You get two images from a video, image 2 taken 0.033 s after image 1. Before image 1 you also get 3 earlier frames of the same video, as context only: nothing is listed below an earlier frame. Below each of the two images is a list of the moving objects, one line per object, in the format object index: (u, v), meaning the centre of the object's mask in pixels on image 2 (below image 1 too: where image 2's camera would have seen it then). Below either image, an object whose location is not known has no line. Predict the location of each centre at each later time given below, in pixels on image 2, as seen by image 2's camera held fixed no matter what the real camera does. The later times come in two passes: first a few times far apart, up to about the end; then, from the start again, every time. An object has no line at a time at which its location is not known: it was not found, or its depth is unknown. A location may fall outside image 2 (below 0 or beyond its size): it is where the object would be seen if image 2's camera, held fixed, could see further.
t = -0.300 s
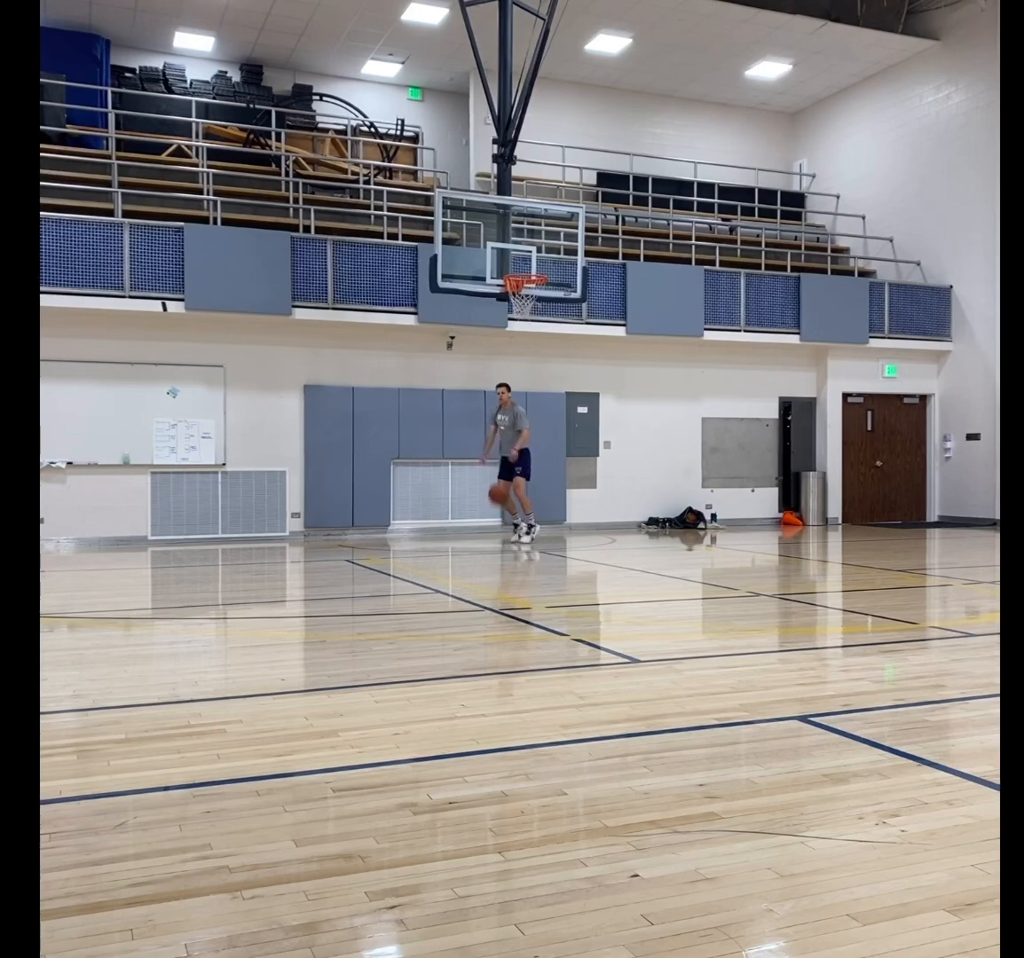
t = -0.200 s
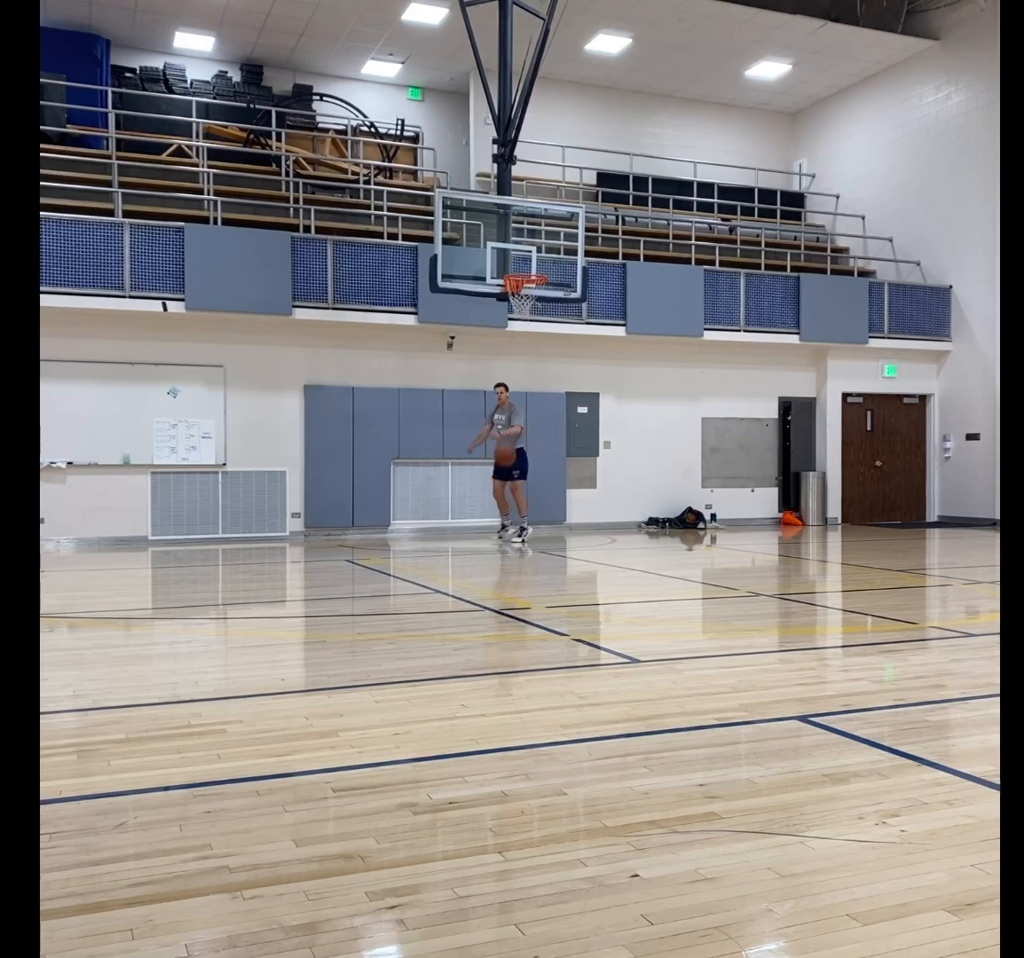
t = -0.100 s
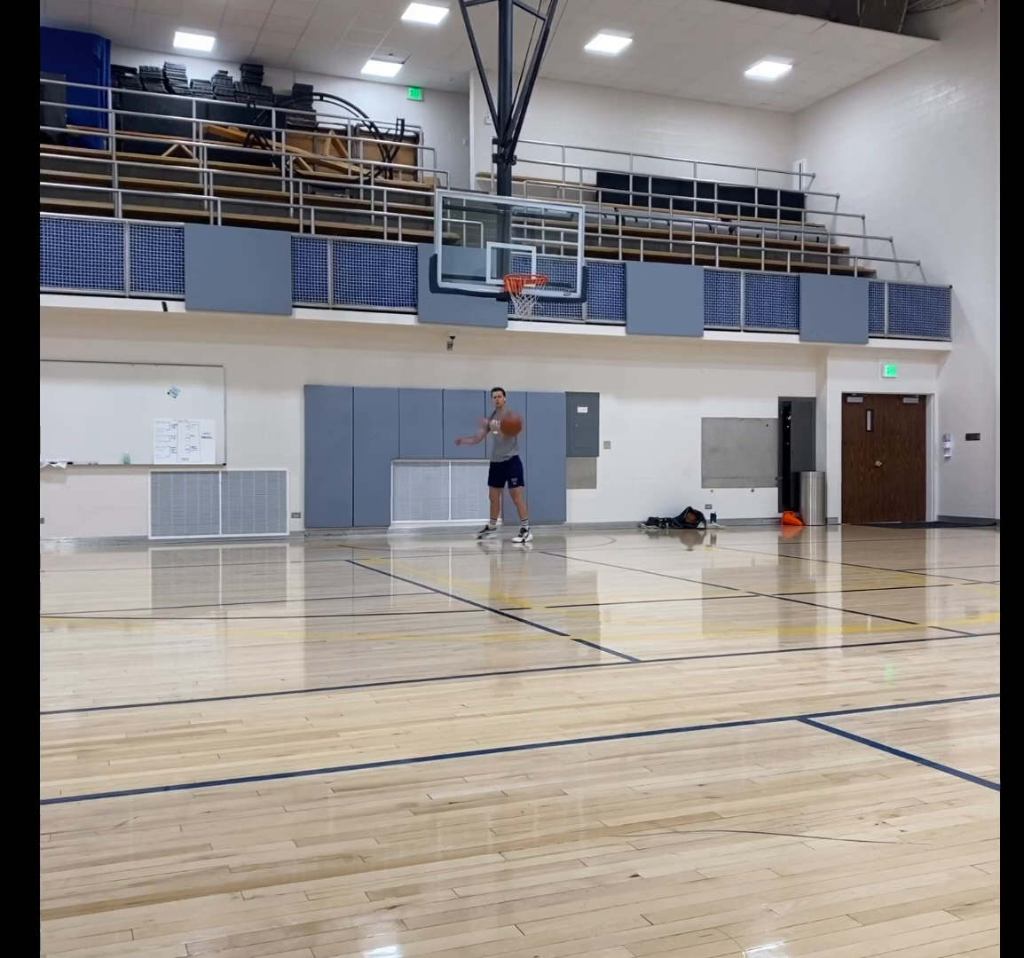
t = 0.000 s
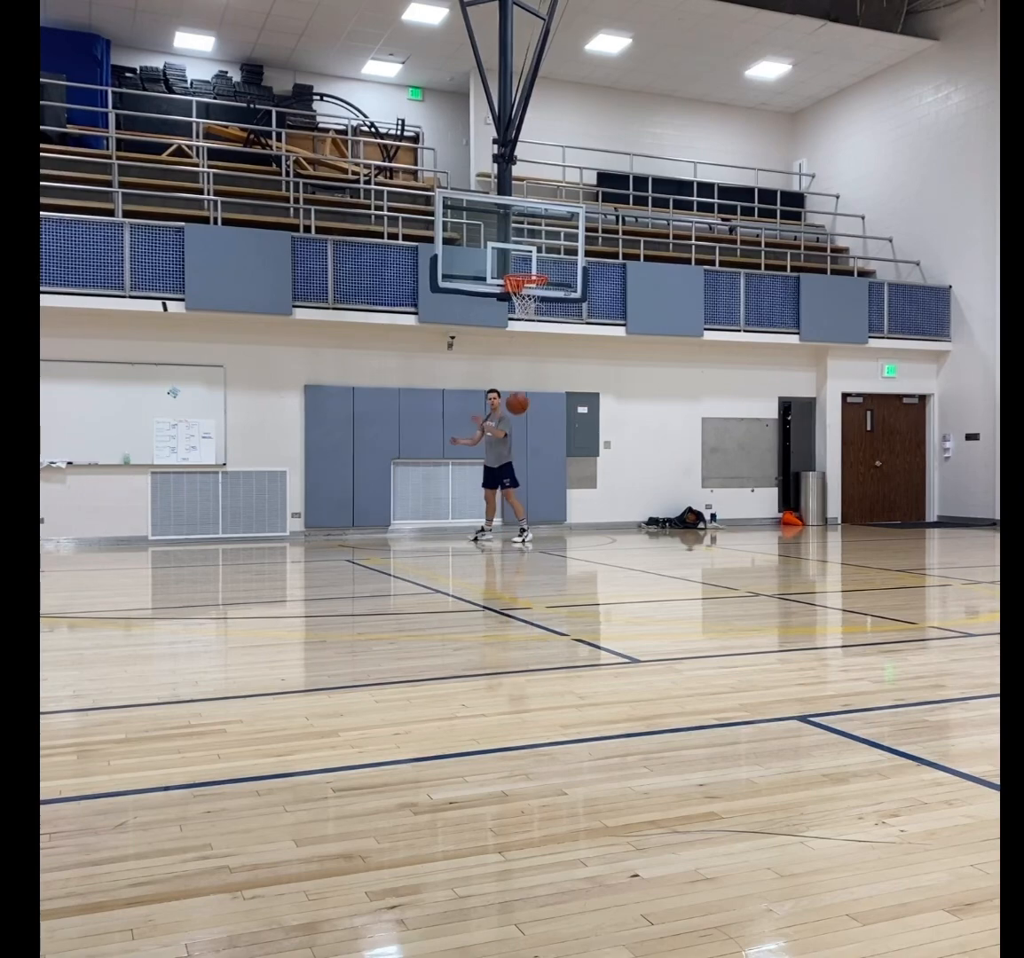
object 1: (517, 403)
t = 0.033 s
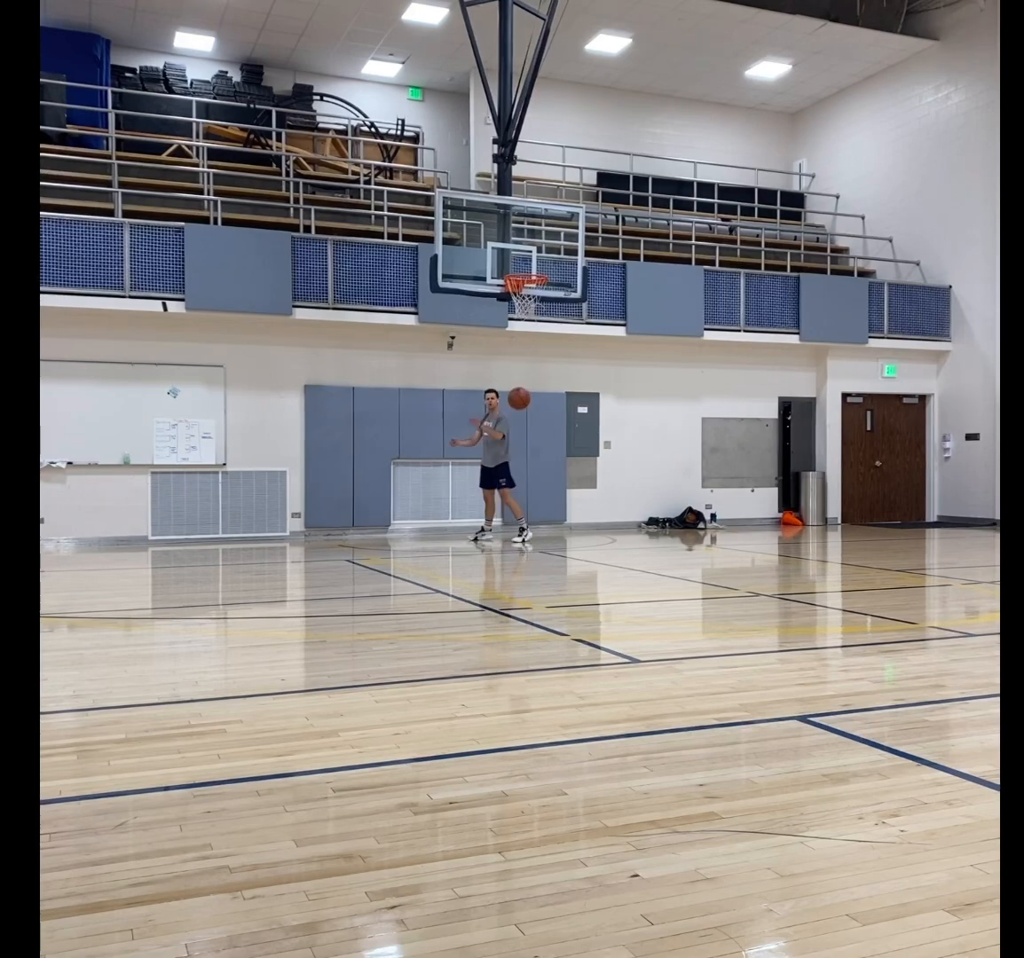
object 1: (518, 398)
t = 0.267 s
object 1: (532, 390)
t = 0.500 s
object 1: (547, 434)
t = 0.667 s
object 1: (557, 498)
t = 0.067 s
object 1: (520, 394)
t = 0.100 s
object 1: (523, 391)
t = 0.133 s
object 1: (524, 389)
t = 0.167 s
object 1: (526, 388)
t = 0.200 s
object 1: (528, 388)
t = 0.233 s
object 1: (530, 389)
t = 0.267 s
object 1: (532, 390)
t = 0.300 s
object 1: (534, 394)
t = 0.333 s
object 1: (536, 398)
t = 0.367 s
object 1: (539, 403)
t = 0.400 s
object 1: (541, 409)
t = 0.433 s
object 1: (543, 417)
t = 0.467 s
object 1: (545, 425)
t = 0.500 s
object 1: (547, 434)
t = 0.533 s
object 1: (549, 444)
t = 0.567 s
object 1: (551, 456)
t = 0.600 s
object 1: (553, 469)
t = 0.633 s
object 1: (555, 483)
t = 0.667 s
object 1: (557, 498)
